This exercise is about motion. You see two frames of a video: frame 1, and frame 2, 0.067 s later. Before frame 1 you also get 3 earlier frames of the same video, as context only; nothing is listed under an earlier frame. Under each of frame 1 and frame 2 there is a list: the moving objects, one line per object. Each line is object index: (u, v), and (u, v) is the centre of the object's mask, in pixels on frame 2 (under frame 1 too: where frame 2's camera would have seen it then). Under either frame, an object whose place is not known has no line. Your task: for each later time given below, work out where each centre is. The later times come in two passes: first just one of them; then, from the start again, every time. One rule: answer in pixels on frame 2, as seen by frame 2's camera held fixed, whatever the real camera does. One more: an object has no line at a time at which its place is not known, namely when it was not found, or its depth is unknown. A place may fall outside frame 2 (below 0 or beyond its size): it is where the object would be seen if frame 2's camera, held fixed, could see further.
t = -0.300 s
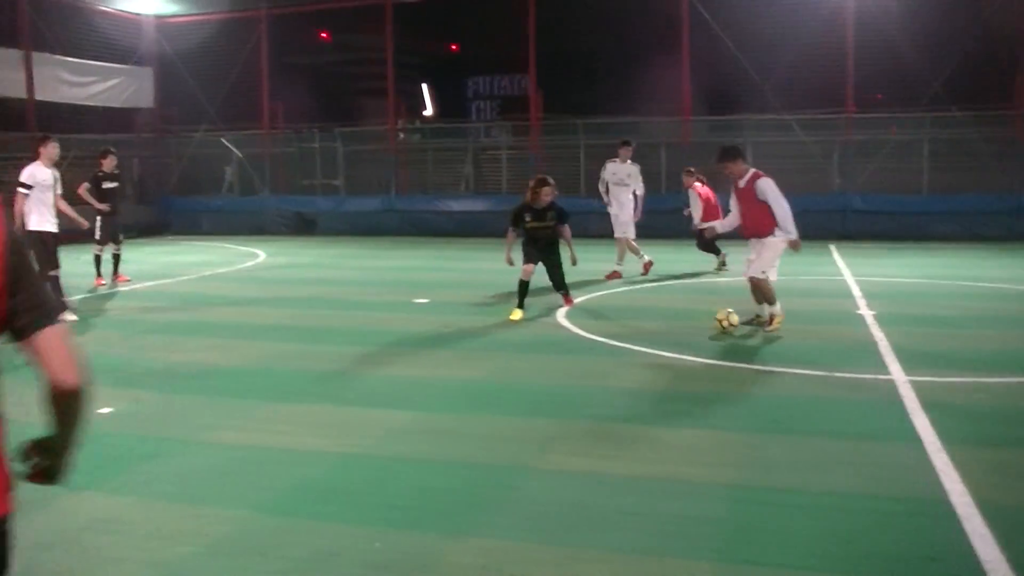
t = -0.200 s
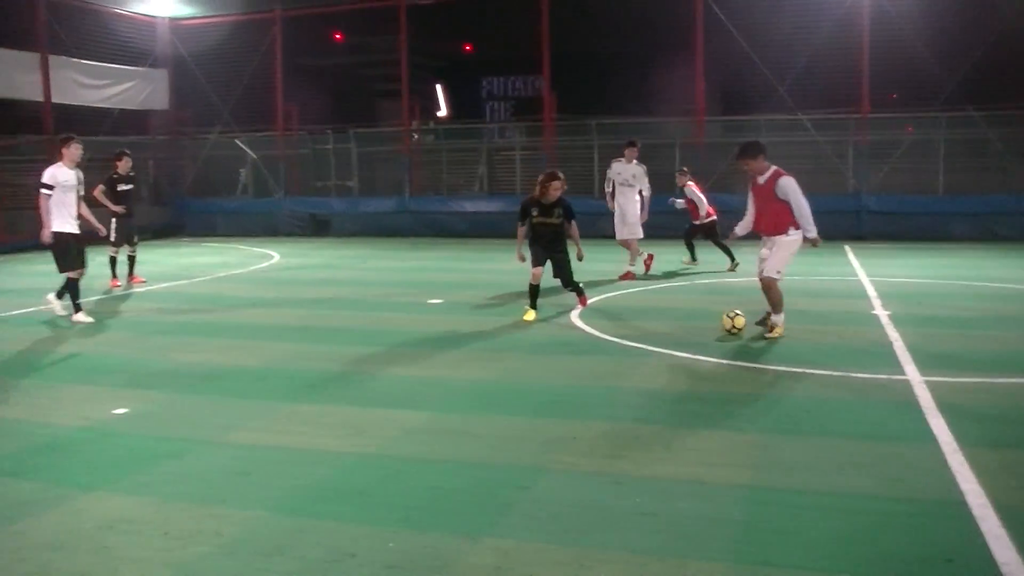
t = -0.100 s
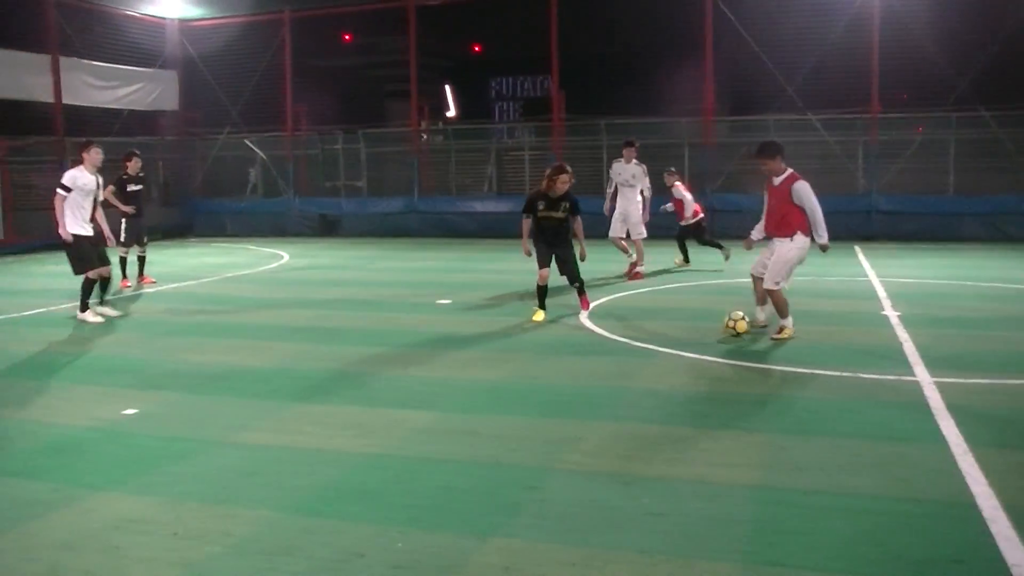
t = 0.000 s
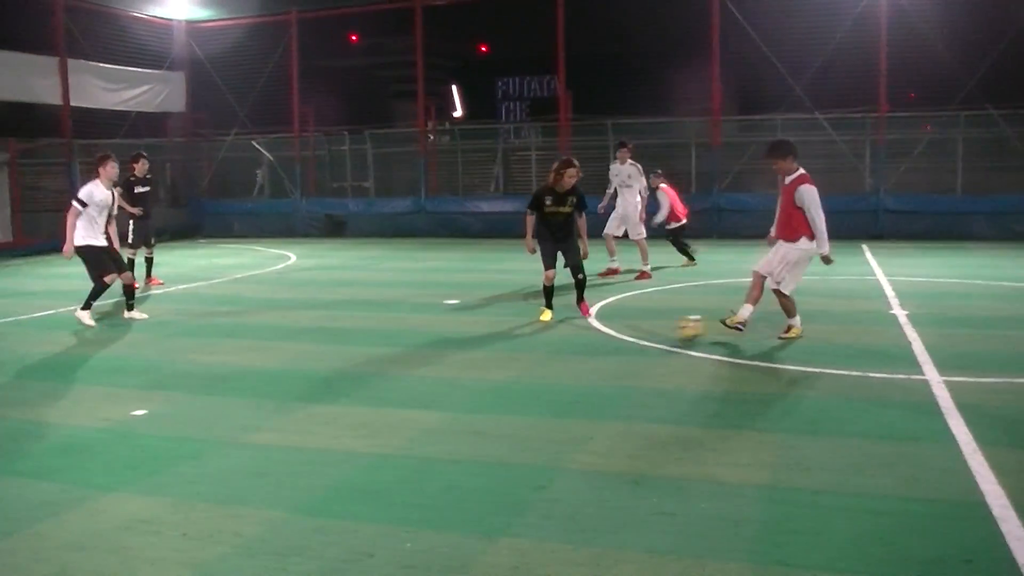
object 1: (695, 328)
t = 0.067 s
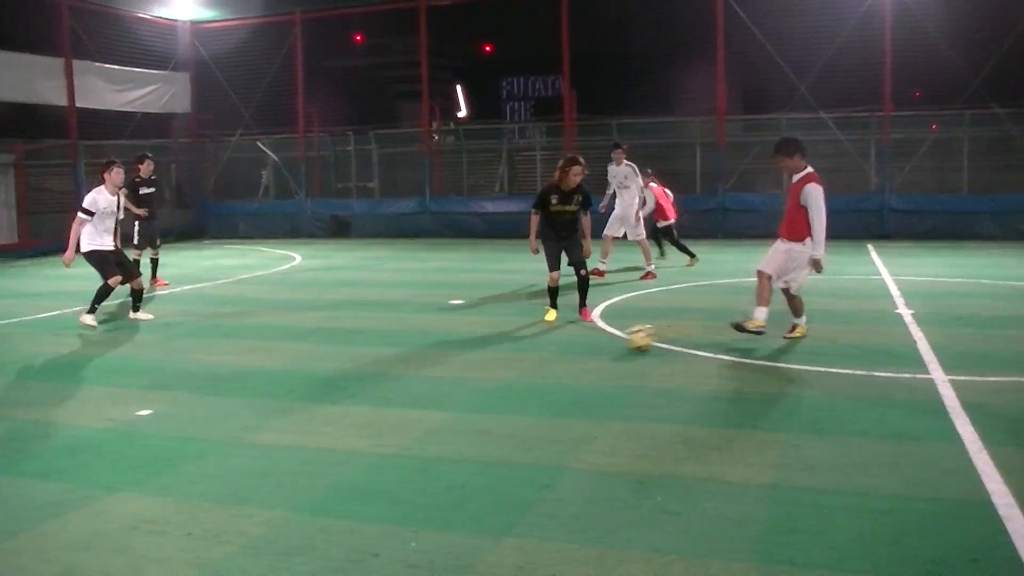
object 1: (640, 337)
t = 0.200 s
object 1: (527, 355)
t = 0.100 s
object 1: (612, 343)
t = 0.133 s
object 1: (584, 346)
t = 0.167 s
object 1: (555, 350)
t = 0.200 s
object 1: (527, 355)
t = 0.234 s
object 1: (498, 360)
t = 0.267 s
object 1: (468, 365)
